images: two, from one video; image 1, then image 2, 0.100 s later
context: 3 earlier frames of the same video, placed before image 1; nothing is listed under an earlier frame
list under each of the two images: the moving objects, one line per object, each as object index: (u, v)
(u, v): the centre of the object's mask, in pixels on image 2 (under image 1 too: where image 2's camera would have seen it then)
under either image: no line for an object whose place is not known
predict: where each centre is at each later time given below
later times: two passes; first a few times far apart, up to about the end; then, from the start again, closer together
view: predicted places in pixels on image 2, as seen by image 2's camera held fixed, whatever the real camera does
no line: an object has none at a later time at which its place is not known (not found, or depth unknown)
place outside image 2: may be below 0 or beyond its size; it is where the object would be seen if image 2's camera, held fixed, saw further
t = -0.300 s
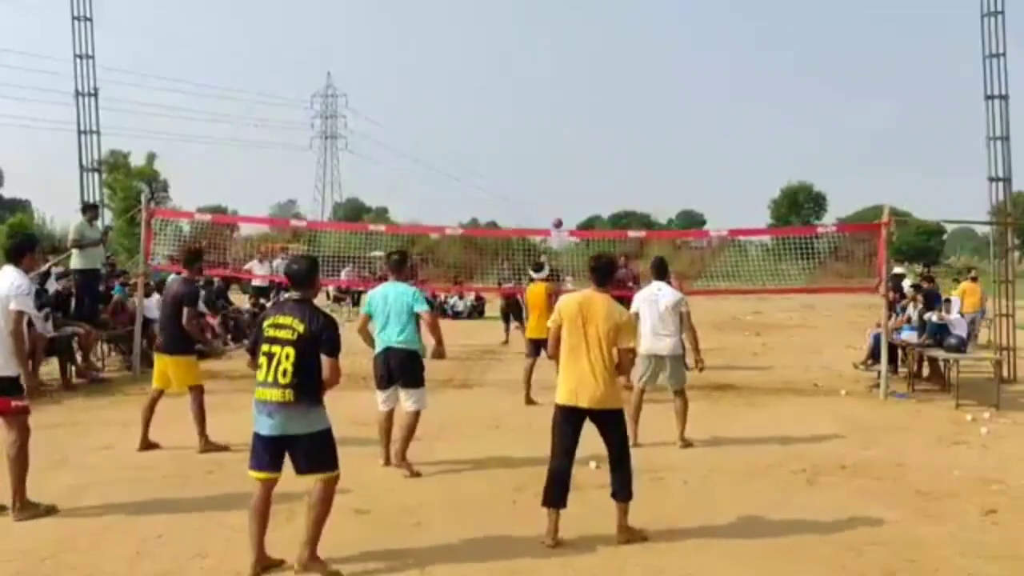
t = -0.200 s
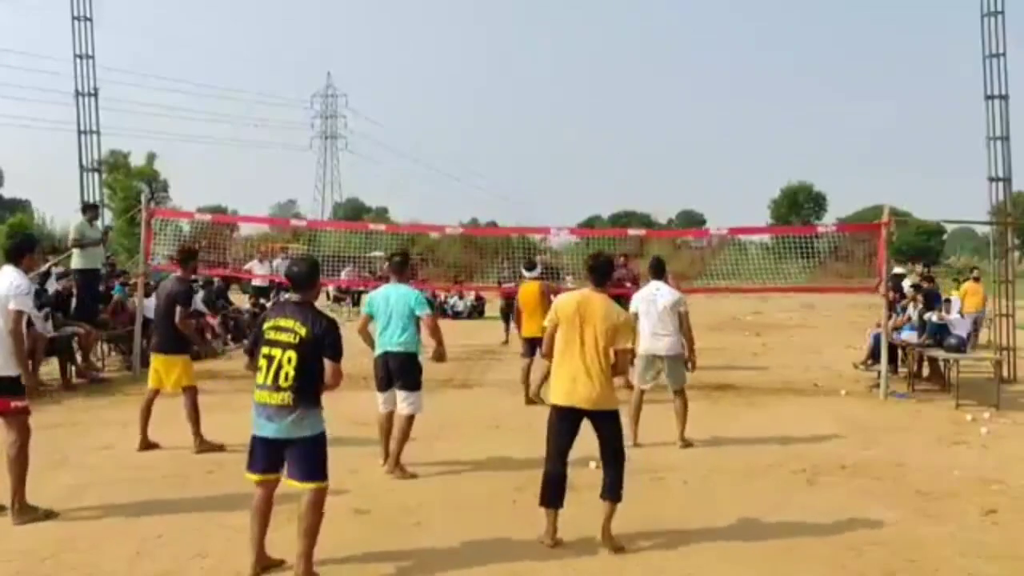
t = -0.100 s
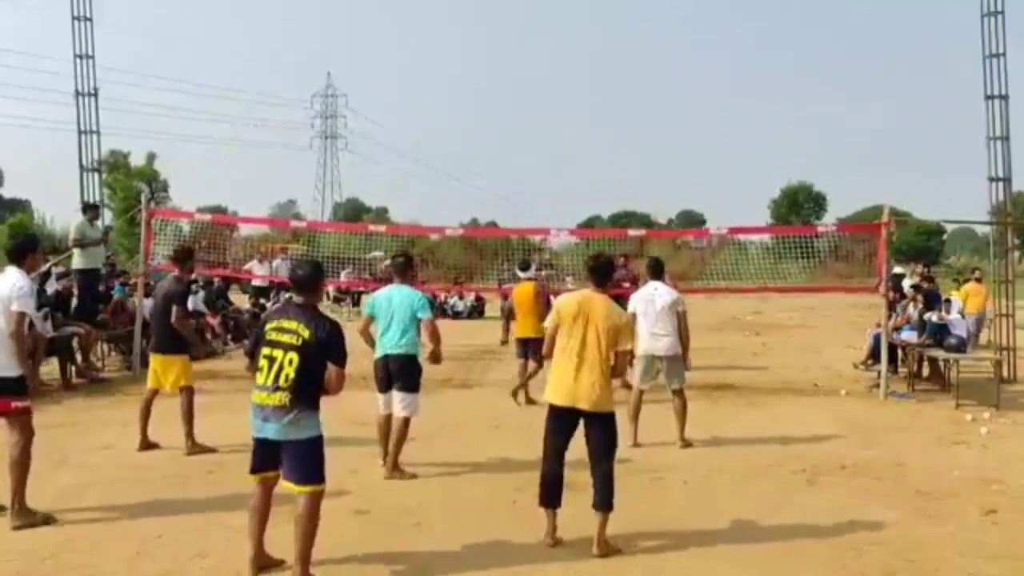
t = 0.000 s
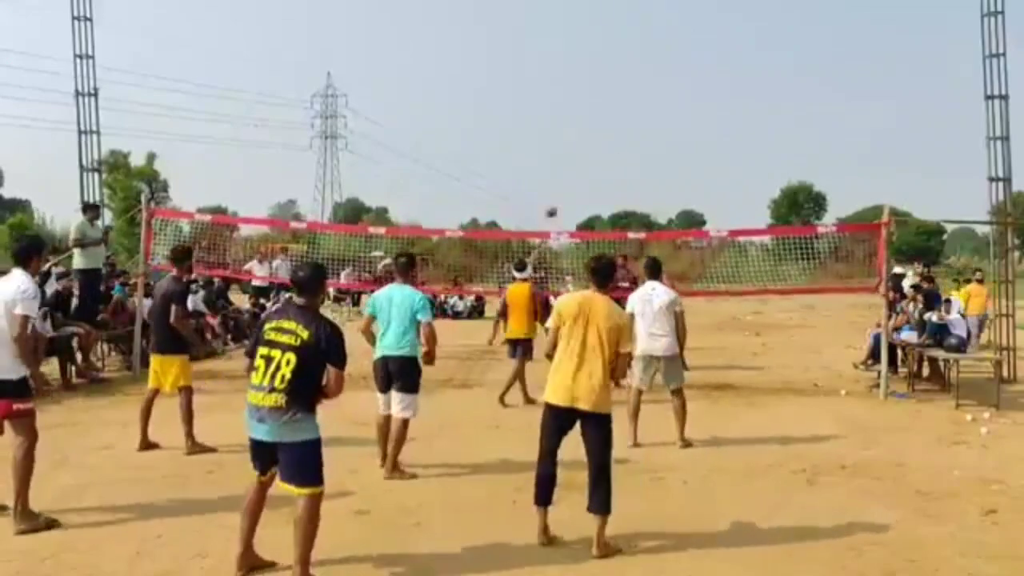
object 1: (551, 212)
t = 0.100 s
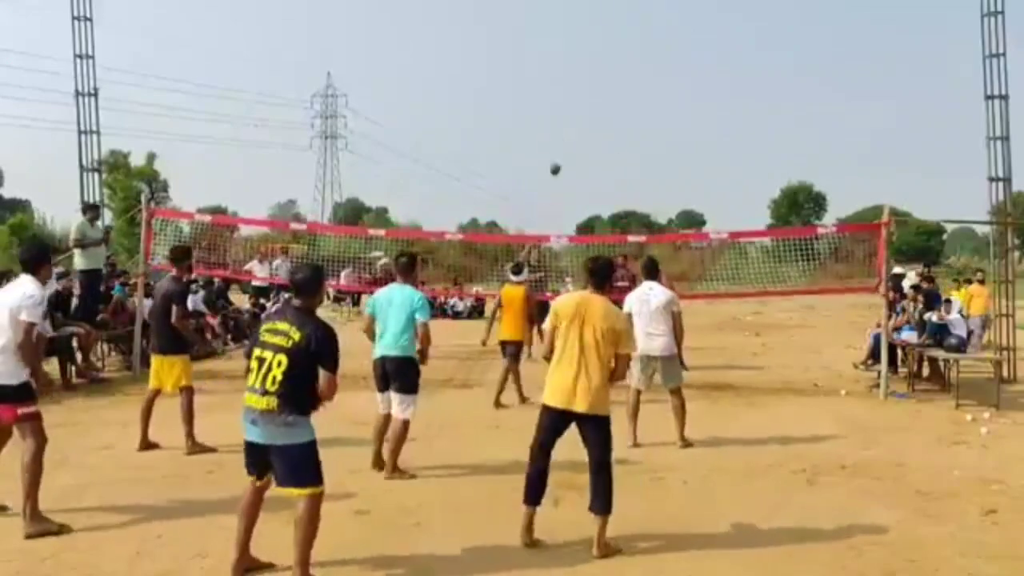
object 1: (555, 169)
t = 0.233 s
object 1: (560, 117)
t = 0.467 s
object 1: (568, 43)
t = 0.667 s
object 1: (574, 5)
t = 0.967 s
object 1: (584, 6)
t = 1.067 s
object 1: (587, 26)
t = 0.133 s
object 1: (556, 155)
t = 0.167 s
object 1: (557, 142)
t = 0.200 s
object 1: (559, 129)
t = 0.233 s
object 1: (560, 117)
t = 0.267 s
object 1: (561, 105)
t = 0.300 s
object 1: (562, 93)
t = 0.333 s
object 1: (563, 82)
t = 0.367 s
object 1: (564, 71)
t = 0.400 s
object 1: (565, 62)
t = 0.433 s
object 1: (567, 52)
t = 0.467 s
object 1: (568, 43)
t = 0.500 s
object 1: (569, 35)
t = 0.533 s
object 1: (570, 27)
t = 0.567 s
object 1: (571, 20)
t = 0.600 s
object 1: (572, 14)
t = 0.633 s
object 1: (573, 8)
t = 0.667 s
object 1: (574, 5)
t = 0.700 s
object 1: (575, 3)
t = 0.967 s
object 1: (584, 6)
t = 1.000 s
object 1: (585, 10)
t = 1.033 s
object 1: (586, 18)
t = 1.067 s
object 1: (587, 26)
